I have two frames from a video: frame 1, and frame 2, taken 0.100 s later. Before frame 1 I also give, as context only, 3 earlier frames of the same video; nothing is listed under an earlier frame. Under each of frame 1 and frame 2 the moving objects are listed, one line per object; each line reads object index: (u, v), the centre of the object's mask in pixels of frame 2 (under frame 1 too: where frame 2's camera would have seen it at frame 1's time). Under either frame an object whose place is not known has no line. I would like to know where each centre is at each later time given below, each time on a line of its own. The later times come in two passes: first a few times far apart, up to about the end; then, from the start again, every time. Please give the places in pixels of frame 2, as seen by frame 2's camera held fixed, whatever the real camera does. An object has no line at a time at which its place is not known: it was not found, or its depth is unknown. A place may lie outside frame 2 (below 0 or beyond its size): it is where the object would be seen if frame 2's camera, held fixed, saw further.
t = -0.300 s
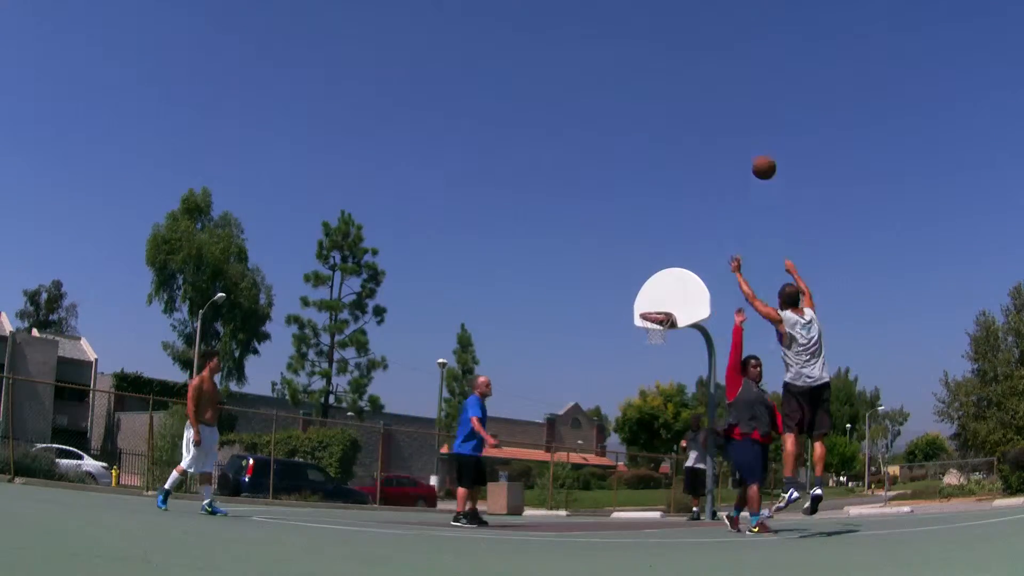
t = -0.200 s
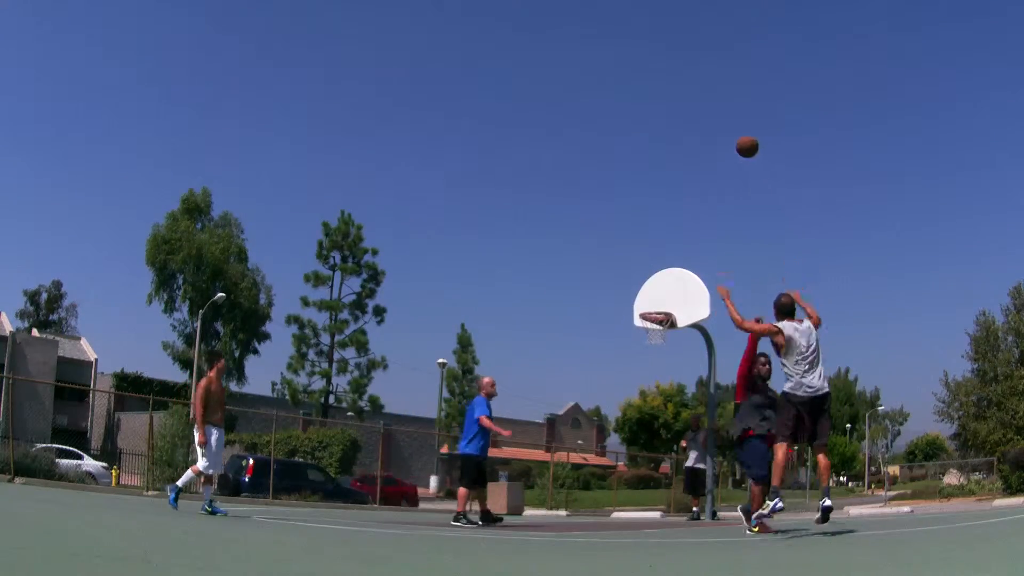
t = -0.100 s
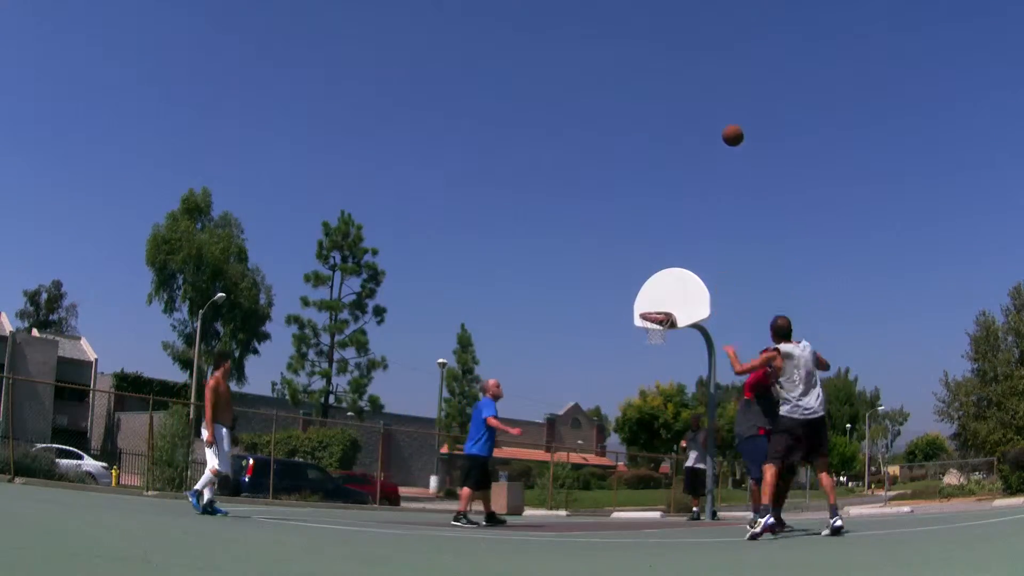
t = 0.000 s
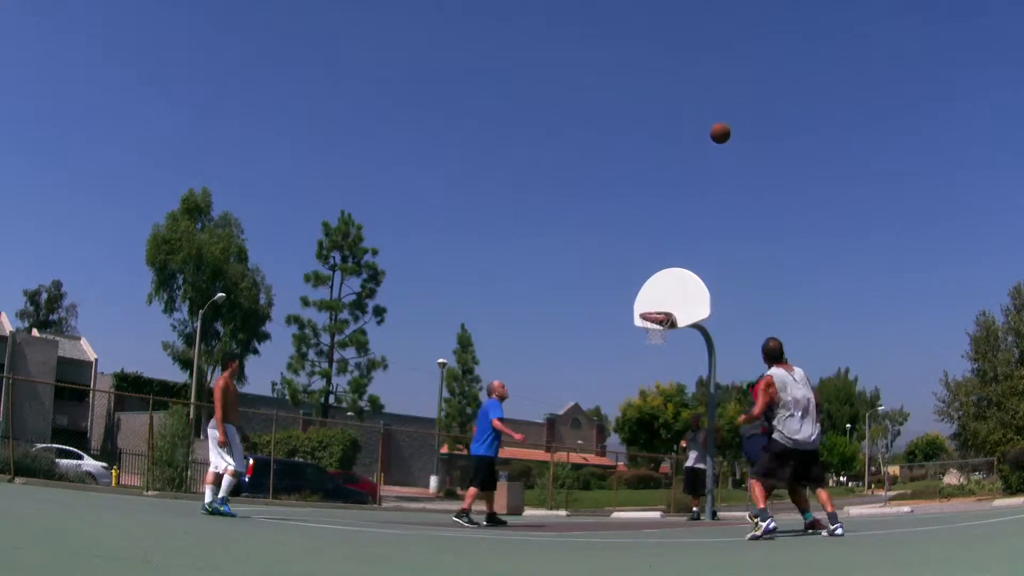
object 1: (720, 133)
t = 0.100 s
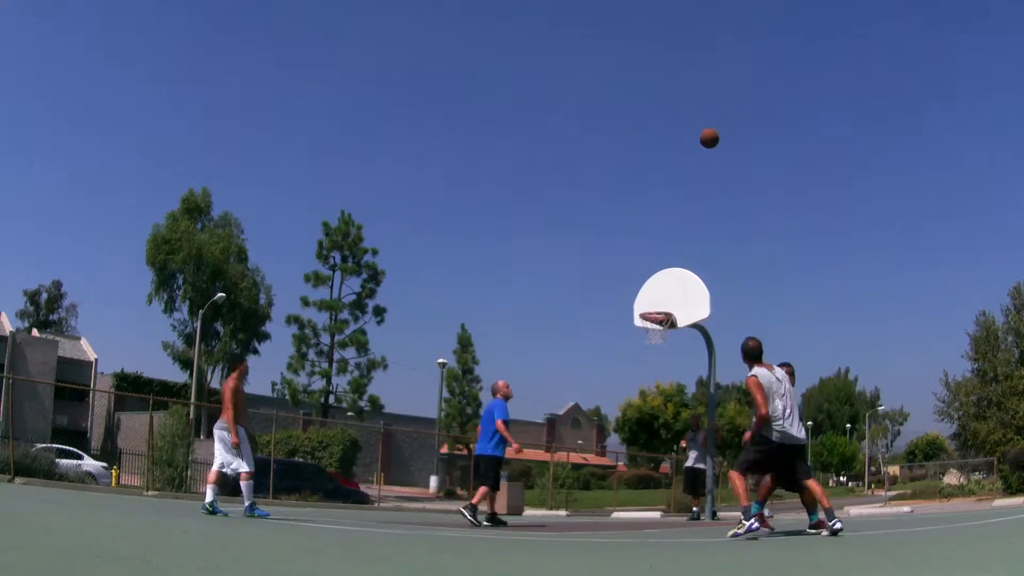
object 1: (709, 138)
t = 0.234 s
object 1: (696, 155)
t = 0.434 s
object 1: (680, 201)
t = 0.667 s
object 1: (664, 280)
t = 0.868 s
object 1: (646, 271)
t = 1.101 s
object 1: (620, 219)
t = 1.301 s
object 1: (597, 201)
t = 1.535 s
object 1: (566, 215)
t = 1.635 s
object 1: (552, 236)
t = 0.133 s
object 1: (705, 141)
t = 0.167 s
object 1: (702, 145)
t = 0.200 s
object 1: (699, 150)
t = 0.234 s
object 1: (696, 155)
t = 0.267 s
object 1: (693, 162)
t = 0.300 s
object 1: (691, 168)
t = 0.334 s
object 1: (688, 175)
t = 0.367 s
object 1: (685, 184)
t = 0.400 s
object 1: (683, 192)
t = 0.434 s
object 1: (680, 201)
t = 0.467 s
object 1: (678, 210)
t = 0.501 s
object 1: (675, 221)
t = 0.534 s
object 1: (673, 232)
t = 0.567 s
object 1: (671, 243)
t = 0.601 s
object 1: (668, 255)
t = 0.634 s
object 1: (666, 267)
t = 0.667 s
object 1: (664, 280)
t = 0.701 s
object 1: (662, 294)
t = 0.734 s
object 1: (659, 306)
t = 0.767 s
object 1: (657, 303)
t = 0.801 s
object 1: (653, 292)
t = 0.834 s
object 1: (650, 281)
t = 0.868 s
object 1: (646, 271)
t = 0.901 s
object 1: (643, 261)
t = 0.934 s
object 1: (639, 253)
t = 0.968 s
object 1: (636, 245)
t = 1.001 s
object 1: (632, 237)
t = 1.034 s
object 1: (628, 230)
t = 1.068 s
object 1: (624, 224)
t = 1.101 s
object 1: (620, 219)
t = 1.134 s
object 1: (617, 214)
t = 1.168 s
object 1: (613, 210)
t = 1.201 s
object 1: (609, 207)
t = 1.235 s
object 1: (605, 204)
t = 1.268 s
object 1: (601, 202)
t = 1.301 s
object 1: (597, 201)
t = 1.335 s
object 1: (592, 201)
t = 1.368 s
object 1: (588, 201)
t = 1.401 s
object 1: (584, 202)
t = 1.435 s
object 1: (579, 204)
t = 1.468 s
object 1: (575, 207)
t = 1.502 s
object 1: (570, 211)
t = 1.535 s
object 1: (566, 215)
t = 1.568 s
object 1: (561, 221)
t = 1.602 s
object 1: (556, 228)
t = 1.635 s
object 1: (552, 236)
